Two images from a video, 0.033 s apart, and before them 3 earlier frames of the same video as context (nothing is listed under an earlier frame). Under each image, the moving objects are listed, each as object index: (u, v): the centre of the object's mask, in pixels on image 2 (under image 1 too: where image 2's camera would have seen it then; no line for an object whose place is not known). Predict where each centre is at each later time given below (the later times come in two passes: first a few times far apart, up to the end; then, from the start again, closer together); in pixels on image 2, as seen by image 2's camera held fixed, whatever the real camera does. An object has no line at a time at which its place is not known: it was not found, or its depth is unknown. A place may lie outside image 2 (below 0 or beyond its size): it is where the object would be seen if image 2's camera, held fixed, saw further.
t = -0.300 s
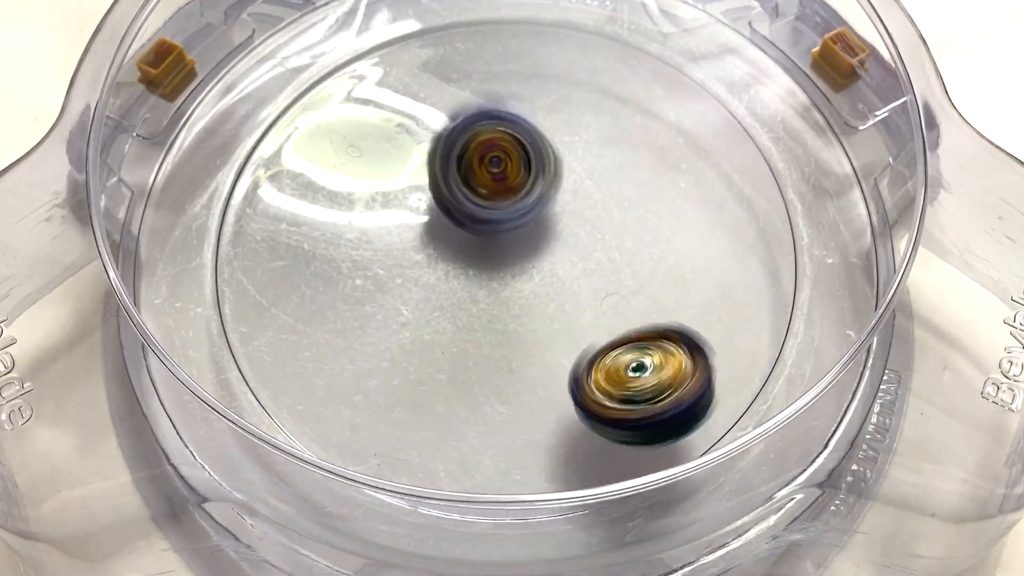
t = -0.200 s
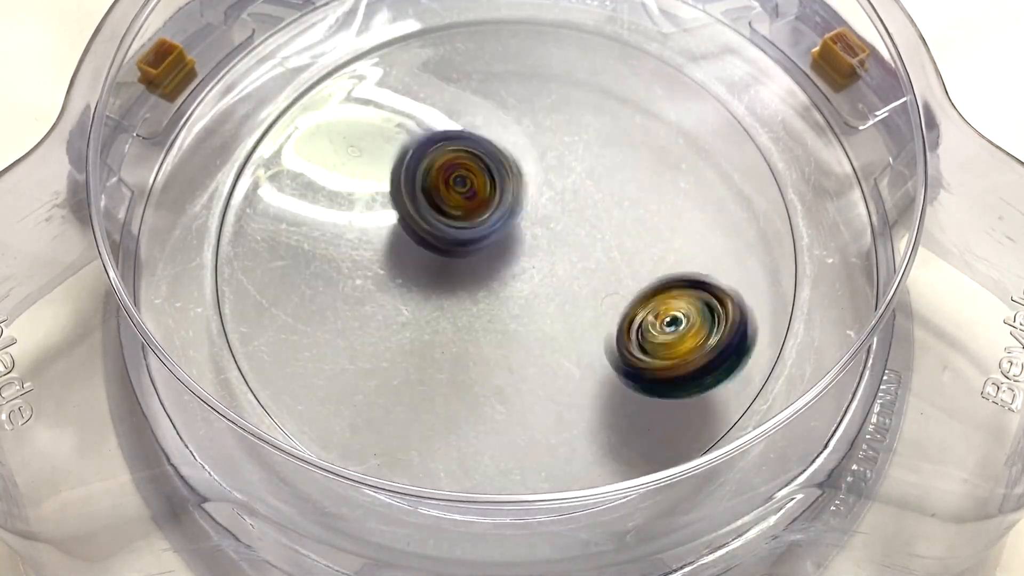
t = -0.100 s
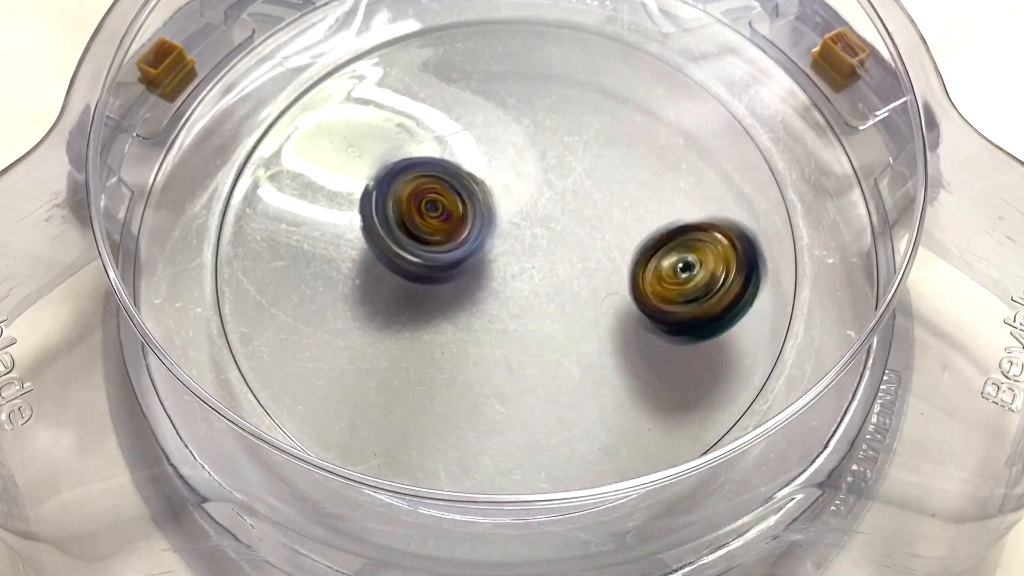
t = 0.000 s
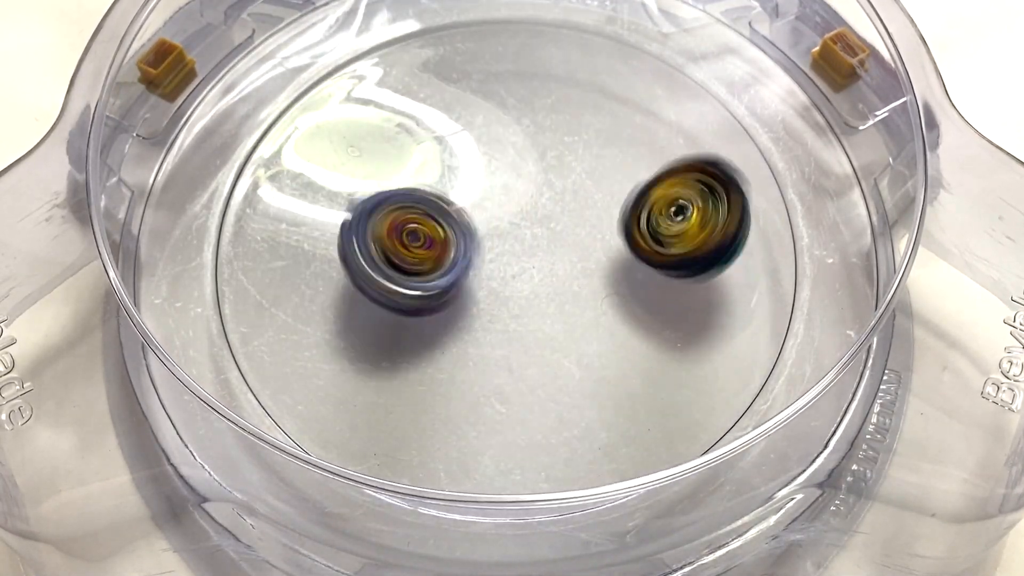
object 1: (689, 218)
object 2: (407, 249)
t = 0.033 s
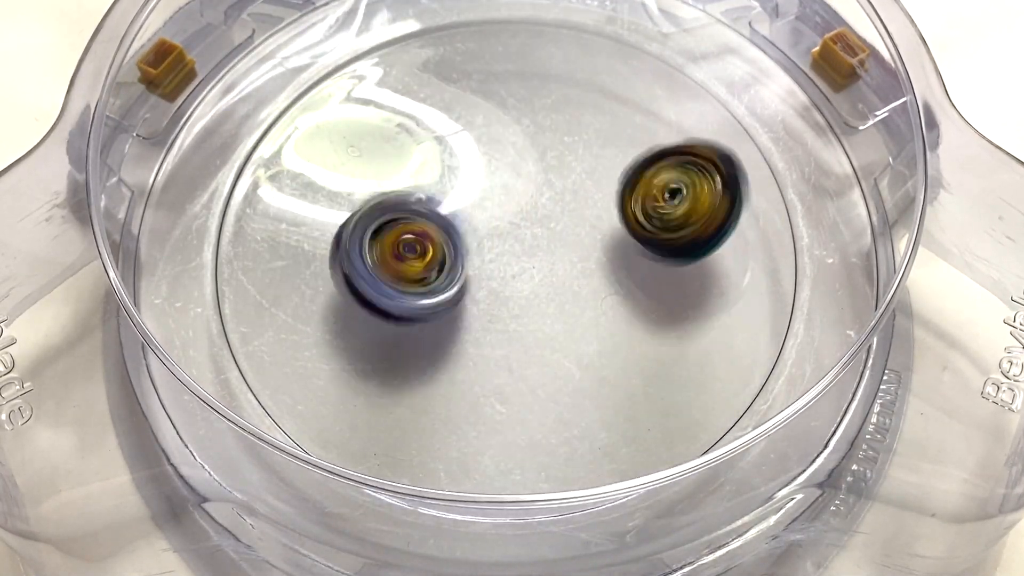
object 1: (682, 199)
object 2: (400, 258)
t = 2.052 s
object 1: (537, 119)
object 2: (407, 300)
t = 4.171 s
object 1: (388, 279)
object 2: (566, 314)
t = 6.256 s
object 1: (512, 221)
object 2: (663, 166)
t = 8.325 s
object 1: (577, 211)
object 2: (478, 128)
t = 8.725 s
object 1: (585, 246)
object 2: (478, 127)
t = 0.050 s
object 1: (678, 191)
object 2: (403, 267)
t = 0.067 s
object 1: (672, 183)
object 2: (399, 274)
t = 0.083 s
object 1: (668, 175)
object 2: (398, 276)
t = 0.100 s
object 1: (662, 166)
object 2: (401, 285)
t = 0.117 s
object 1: (656, 159)
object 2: (399, 291)
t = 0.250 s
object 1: (592, 110)
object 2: (420, 335)
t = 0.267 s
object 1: (584, 105)
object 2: (421, 341)
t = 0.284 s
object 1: (575, 102)
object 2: (425, 344)
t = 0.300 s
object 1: (566, 100)
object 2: (432, 350)
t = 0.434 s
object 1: (489, 91)
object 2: (480, 376)
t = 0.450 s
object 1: (480, 92)
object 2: (488, 378)
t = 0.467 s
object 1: (469, 94)
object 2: (493, 379)
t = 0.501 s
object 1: (451, 99)
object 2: (511, 381)
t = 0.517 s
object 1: (442, 101)
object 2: (516, 380)
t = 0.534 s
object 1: (433, 106)
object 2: (525, 378)
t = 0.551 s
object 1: (424, 110)
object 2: (534, 379)
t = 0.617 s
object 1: (392, 130)
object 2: (559, 369)
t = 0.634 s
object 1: (384, 136)
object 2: (568, 365)
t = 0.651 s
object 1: (377, 144)
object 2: (575, 363)
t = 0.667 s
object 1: (371, 151)
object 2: (578, 358)
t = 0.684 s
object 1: (364, 157)
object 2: (588, 354)
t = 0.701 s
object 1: (359, 164)
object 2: (593, 351)
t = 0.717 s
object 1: (354, 173)
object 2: (595, 346)
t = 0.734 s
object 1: (351, 180)
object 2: (604, 339)
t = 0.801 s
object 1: (339, 215)
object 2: (618, 320)
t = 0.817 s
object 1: (337, 224)
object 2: (618, 313)
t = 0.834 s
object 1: (337, 235)
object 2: (624, 307)
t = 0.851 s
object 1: (337, 243)
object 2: (625, 302)
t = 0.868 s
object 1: (338, 252)
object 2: (625, 296)
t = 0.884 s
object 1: (339, 260)
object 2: (630, 289)
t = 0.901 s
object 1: (343, 271)
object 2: (628, 285)
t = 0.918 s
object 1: (346, 280)
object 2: (629, 278)
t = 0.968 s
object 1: (357, 305)
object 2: (628, 259)
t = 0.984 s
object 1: (362, 313)
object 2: (629, 253)
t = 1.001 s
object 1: (369, 321)
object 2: (624, 249)
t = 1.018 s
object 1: (378, 331)
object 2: (624, 241)
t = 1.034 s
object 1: (384, 338)
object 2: (624, 237)
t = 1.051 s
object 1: (390, 344)
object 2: (616, 231)
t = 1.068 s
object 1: (399, 351)
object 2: (617, 224)
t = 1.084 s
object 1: (409, 357)
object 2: (615, 221)
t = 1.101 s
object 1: (420, 362)
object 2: (607, 216)
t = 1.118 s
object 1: (431, 368)
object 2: (607, 209)
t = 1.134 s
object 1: (441, 374)
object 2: (603, 207)
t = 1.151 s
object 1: (449, 377)
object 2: (595, 202)
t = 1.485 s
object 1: (659, 330)
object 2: (478, 163)
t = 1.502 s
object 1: (664, 324)
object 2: (473, 161)
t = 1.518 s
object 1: (668, 316)
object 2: (466, 166)
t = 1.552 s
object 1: (678, 298)
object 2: (455, 167)
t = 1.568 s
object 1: (683, 290)
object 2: (447, 172)
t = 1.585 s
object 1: (683, 282)
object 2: (441, 170)
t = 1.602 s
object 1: (684, 273)
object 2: (437, 174)
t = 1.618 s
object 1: (686, 264)
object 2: (430, 179)
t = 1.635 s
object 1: (688, 254)
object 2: (426, 178)
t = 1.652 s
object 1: (687, 245)
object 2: (422, 183)
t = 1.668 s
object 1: (686, 237)
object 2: (414, 186)
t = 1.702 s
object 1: (682, 219)
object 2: (407, 195)
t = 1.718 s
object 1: (680, 211)
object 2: (401, 196)
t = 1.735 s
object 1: (677, 204)
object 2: (401, 202)
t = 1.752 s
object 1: (674, 196)
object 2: (396, 208)
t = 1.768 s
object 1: (669, 189)
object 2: (391, 210)
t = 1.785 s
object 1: (663, 182)
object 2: (392, 217)
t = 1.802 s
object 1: (659, 175)
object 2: (386, 223)
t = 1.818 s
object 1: (654, 169)
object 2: (384, 225)
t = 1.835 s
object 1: (647, 163)
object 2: (385, 232)
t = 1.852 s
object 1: (639, 157)
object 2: (381, 237)
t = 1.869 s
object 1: (632, 152)
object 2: (383, 241)
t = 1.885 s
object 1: (625, 146)
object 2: (382, 249)
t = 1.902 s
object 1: (617, 142)
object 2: (379, 253)
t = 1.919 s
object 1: (608, 138)
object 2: (384, 259)
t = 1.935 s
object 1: (600, 134)
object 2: (382, 265)
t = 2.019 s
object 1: (556, 121)
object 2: (397, 291)
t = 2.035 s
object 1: (546, 119)
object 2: (397, 293)
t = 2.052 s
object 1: (537, 119)
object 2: (407, 300)
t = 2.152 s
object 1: (482, 123)
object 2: (437, 323)
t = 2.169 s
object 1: (473, 126)
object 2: (441, 324)
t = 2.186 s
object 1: (464, 129)
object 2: (451, 328)
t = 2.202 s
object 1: (456, 132)
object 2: (454, 330)
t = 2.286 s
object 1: (415, 154)
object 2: (490, 336)
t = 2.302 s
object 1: (406, 160)
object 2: (497, 336)
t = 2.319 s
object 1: (400, 166)
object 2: (505, 338)
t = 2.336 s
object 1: (394, 171)
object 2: (509, 336)
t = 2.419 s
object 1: (368, 206)
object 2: (545, 328)
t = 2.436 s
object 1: (366, 213)
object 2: (552, 325)
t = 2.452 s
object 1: (363, 221)
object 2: (559, 323)
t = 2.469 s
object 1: (360, 227)
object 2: (562, 320)
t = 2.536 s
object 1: (358, 259)
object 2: (587, 305)
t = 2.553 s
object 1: (359, 269)
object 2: (588, 301)
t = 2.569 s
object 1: (361, 278)
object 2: (595, 295)
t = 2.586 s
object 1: (363, 284)
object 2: (599, 292)
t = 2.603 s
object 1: (365, 291)
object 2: (599, 287)
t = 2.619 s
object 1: (371, 299)
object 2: (607, 280)
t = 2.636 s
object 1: (377, 308)
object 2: (608, 278)
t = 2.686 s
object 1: (393, 328)
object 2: (611, 261)
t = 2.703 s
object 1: (402, 335)
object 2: (617, 253)
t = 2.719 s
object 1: (407, 341)
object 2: (617, 250)
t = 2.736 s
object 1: (413, 345)
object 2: (615, 242)
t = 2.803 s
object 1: (449, 362)
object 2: (616, 223)
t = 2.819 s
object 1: (461, 365)
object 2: (612, 217)
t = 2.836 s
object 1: (474, 367)
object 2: (614, 211)
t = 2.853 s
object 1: (483, 369)
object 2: (606, 208)
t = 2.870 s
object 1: (491, 370)
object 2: (607, 201)
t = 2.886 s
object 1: (502, 370)
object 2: (605, 199)
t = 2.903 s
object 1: (516, 370)
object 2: (598, 193)
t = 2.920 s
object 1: (526, 370)
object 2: (599, 188)
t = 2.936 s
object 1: (534, 369)
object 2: (593, 187)
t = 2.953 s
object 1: (543, 366)
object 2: (588, 180)
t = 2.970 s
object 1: (557, 363)
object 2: (586, 179)
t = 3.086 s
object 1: (614, 331)
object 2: (550, 158)
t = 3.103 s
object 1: (623, 323)
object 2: (544, 159)
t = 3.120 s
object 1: (630, 317)
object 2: (537, 157)
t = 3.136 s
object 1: (634, 310)
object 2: (534, 156)
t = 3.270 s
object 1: (658, 247)
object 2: (486, 160)
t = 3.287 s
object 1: (659, 239)
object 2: (479, 160)
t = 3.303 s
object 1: (660, 230)
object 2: (476, 162)
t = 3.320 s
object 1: (659, 223)
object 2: (469, 166)
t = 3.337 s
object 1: (656, 216)
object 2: (464, 165)
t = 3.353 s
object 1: (654, 208)
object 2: (460, 171)
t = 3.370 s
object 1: (653, 200)
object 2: (453, 172)
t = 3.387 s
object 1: (649, 193)
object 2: (450, 176)
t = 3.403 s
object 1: (644, 187)
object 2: (444, 181)
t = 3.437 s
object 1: (637, 174)
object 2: (437, 187)
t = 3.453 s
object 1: (631, 168)
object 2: (431, 189)
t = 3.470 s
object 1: (625, 163)
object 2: (431, 194)
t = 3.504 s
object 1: (614, 153)
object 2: (423, 201)
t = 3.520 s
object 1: (605, 149)
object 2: (422, 209)
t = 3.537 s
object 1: (598, 146)
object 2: (416, 213)
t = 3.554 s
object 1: (591, 142)
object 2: (419, 218)
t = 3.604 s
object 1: (567, 134)
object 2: (416, 235)
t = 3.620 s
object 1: (559, 132)
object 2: (411, 238)
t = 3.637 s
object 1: (551, 131)
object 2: (416, 244)
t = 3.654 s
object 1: (542, 130)
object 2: (414, 249)
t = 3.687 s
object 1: (525, 129)
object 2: (418, 259)
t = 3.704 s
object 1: (517, 129)
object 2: (416, 263)
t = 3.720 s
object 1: (509, 130)
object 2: (423, 269)
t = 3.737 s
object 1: (501, 131)
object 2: (422, 274)
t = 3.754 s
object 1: (492, 133)
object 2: (429, 277)
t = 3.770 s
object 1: (484, 136)
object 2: (430, 282)
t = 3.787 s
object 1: (476, 138)
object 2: (432, 285)
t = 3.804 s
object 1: (468, 142)
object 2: (438, 291)
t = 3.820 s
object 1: (459, 146)
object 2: (440, 295)
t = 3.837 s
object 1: (452, 149)
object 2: (449, 298)
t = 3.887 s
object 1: (431, 163)
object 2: (462, 309)
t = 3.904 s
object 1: (425, 168)
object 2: (465, 313)
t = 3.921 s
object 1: (419, 174)
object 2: (474, 314)
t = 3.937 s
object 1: (412, 179)
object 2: (478, 317)
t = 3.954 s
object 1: (407, 185)
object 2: (486, 318)
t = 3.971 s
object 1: (403, 192)
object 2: (490, 321)
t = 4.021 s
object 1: (392, 212)
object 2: (508, 324)
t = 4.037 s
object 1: (389, 220)
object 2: (518, 324)
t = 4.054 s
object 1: (388, 227)
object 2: (523, 325)
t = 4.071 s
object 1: (386, 234)
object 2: (529, 323)
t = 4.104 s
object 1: (384, 251)
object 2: (539, 322)
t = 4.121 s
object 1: (384, 257)
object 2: (551, 320)
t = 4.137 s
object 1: (386, 264)
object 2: (553, 319)
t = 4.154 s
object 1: (387, 272)
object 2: (561, 316)
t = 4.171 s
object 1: (388, 279)
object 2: (566, 314)
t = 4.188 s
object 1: (392, 286)
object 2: (570, 311)
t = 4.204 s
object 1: (397, 293)
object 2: (577, 309)
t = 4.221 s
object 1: (400, 301)
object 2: (580, 307)
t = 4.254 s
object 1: (413, 314)
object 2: (590, 300)
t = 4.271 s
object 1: (418, 321)
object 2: (596, 295)
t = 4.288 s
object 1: (421, 325)
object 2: (601, 292)
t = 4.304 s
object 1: (428, 331)
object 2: (601, 286)
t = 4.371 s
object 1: (461, 348)
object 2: (615, 270)
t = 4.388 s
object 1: (470, 352)
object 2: (616, 263)
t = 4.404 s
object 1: (477, 354)
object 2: (620, 259)
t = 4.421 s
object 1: (487, 356)
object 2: (617, 252)
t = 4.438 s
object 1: (497, 358)
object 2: (623, 248)
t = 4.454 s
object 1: (504, 360)
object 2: (618, 245)
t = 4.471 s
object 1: (513, 359)
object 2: (621, 237)
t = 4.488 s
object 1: (524, 358)
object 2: (620, 235)
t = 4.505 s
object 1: (532, 358)
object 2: (618, 228)
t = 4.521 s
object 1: (540, 356)
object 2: (619, 224)
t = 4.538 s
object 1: (552, 353)
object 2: (613, 218)
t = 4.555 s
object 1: (563, 351)
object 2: (616, 213)
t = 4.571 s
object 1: (568, 349)
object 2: (609, 211)
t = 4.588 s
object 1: (577, 345)
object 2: (609, 204)
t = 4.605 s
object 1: (588, 341)
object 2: (605, 202)
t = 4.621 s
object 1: (593, 338)
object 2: (601, 197)
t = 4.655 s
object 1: (608, 325)
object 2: (592, 190)
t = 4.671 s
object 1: (614, 321)
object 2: (592, 186)
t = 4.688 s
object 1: (618, 314)
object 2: (584, 185)
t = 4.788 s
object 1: (640, 274)
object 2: (556, 171)
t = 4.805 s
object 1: (642, 265)
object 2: (549, 172)
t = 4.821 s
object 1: (644, 257)
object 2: (544, 168)
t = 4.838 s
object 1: (643, 250)
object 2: (540, 170)
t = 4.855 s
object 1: (642, 243)
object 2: (532, 168)
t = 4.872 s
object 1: (642, 236)
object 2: (530, 168)
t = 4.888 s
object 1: (641, 229)
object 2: (520, 169)
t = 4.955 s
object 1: (632, 204)
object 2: (496, 174)
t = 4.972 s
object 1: (633, 198)
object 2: (485, 173)
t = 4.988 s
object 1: (631, 193)
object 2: (478, 177)
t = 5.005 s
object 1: (626, 188)
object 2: (468, 179)
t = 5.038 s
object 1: (617, 179)
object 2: (457, 187)
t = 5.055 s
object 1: (611, 174)
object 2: (453, 186)
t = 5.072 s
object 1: (606, 170)
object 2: (449, 191)
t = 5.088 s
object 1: (600, 166)
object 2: (446, 191)
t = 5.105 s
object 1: (594, 162)
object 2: (443, 196)
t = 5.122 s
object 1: (588, 159)
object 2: (438, 196)
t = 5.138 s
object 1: (581, 157)
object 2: (437, 203)
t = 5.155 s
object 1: (573, 155)
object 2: (430, 205)
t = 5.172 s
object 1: (566, 154)
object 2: (432, 210)
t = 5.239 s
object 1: (538, 152)
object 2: (426, 226)
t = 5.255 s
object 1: (530, 152)
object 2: (424, 236)
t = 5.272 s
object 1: (523, 152)
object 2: (423, 239)
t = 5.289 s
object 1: (517, 154)
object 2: (427, 249)
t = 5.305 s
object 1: (510, 148)
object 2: (425, 256)
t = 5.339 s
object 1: (501, 135)
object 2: (426, 282)
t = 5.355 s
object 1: (499, 131)
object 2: (423, 299)
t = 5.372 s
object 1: (496, 127)
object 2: (429, 311)
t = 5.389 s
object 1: (493, 126)
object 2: (425, 321)
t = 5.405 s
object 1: (489, 128)
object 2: (431, 334)
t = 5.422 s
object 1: (486, 129)
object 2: (431, 340)
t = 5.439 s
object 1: (483, 130)
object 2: (437, 348)
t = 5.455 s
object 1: (481, 131)
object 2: (442, 351)
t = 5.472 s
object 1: (478, 132)
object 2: (449, 357)
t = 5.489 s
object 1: (475, 133)
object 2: (455, 359)
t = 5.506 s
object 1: (470, 135)
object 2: (462, 363)
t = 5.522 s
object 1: (467, 139)
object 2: (470, 364)
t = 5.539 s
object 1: (464, 144)
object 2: (472, 364)
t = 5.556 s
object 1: (463, 149)
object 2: (483, 365)
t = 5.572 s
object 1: (461, 153)
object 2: (486, 366)
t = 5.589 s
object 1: (461, 158)
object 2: (496, 366)
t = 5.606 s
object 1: (459, 163)
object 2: (501, 364)
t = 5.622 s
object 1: (460, 168)
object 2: (509, 364)
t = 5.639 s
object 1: (459, 174)
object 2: (518, 361)
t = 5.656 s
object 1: (462, 179)
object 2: (523, 360)
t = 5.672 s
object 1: (462, 184)
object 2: (534, 356)
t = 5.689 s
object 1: (466, 189)
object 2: (537, 353)
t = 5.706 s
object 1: (467, 193)
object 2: (548, 349)
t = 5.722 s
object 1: (471, 198)
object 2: (555, 344)
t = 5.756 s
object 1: (479, 206)
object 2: (573, 332)
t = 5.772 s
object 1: (482, 211)
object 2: (577, 329)
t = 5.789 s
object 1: (488, 215)
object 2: (588, 320)
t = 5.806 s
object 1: (493, 219)
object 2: (592, 314)
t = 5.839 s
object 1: (506, 226)
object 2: (608, 296)
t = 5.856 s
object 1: (509, 227)
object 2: (616, 291)
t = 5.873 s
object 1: (504, 227)
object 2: (636, 277)
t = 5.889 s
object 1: (503, 227)
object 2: (653, 263)
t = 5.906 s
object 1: (501, 230)
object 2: (667, 254)
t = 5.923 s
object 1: (501, 231)
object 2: (684, 250)
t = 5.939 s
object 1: (500, 233)
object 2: (699, 245)
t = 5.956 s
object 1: (504, 233)
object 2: (708, 234)
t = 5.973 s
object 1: (504, 235)
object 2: (714, 229)
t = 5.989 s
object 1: (507, 235)
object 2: (725, 224)
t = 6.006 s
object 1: (507, 234)
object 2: (730, 218)
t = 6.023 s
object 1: (509, 232)
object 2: (729, 213)
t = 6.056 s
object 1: (510, 231)
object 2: (734, 203)
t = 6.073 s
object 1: (510, 230)
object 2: (735, 196)
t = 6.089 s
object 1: (512, 229)
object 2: (730, 193)
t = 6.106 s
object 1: (514, 227)
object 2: (727, 194)
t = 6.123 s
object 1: (516, 228)
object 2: (726, 189)
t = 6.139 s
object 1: (517, 226)
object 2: (722, 181)
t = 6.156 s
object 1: (517, 226)
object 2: (714, 179)
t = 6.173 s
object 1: (518, 224)
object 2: (707, 180)
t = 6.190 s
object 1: (515, 224)
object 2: (703, 177)
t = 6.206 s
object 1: (514, 223)
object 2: (695, 172)
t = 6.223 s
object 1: (511, 224)
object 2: (684, 169)
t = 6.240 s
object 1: (512, 222)
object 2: (673, 167)
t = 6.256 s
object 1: (512, 221)
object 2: (663, 166)
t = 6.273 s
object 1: (513, 220)
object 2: (652, 165)
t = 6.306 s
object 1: (512, 221)
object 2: (626, 165)
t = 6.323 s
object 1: (508, 226)
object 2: (616, 163)
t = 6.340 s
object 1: (504, 234)
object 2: (603, 157)
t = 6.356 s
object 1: (502, 242)
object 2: (590, 150)
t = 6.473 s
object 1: (484, 283)
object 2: (512, 117)
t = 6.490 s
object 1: (482, 287)
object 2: (505, 114)
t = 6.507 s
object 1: (480, 291)
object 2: (499, 113)
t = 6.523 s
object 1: (480, 296)
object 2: (493, 112)
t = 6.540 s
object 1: (479, 298)
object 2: (489, 112)
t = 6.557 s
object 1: (480, 304)
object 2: (485, 114)
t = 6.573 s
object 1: (483, 307)
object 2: (484, 114)
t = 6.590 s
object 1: (482, 308)
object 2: (483, 116)
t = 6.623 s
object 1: (487, 314)
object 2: (484, 118)
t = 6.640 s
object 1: (487, 317)
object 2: (485, 119)
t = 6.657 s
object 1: (493, 320)
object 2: (486, 120)
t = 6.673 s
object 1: (493, 320)
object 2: (487, 121)
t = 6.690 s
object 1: (495, 322)
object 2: (488, 122)
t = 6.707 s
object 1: (501, 322)
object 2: (488, 122)
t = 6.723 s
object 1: (500, 322)
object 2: (488, 123)
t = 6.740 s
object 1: (505, 320)
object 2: (488, 123)
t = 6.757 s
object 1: (510, 317)
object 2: (487, 124)
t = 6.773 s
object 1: (512, 316)
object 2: (486, 124)
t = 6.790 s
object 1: (519, 315)
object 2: (486, 124)
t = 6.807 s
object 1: (522, 311)
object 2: (486, 124)
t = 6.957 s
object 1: (540, 271)
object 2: (487, 125)
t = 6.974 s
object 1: (540, 267)
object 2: (487, 125)
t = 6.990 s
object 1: (543, 261)
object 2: (488, 125)
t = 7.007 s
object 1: (544, 254)
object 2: (488, 125)
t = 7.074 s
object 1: (550, 230)
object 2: (487, 125)
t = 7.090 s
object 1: (550, 227)
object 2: (487, 125)
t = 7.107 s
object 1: (557, 224)
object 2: (484, 122)
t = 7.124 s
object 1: (565, 221)
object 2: (481, 121)
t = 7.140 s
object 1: (570, 218)
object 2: (478, 119)
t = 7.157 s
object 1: (574, 215)
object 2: (476, 120)
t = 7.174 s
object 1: (577, 213)
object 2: (475, 121)
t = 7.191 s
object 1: (579, 211)
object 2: (475, 123)
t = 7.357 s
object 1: (597, 196)
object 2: (479, 127)
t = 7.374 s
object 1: (598, 196)
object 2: (478, 128)
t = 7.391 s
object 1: (598, 196)
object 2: (477, 127)
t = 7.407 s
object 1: (597, 196)
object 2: (477, 128)
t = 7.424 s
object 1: (597, 196)
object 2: (478, 127)
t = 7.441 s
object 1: (595, 197)
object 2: (479, 127)
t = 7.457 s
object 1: (593, 198)
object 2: (479, 127)
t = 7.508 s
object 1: (586, 203)
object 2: (479, 127)
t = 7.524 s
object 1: (584, 206)
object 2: (479, 127)
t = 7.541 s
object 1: (581, 209)
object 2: (479, 127)
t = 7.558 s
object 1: (578, 213)
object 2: (479, 127)
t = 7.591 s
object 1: (576, 221)
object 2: (478, 128)
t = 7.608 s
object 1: (575, 225)
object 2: (478, 128)
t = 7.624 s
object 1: (576, 230)
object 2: (478, 128)
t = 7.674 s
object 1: (581, 239)
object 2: (479, 127)
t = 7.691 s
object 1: (584, 242)
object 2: (479, 127)
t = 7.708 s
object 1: (586, 244)
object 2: (479, 127)
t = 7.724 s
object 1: (589, 246)
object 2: (478, 128)
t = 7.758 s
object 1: (594, 249)
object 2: (478, 128)
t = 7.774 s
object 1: (597, 250)
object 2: (478, 128)
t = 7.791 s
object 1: (599, 251)
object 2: (478, 128)
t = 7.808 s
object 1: (601, 252)
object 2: (478, 128)
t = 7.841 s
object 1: (604, 253)
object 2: (478, 128)
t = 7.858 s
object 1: (605, 253)
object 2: (478, 128)
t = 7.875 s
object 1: (605, 253)
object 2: (478, 128)
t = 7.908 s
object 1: (603, 253)
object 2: (478, 128)
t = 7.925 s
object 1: (602, 253)
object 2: (478, 128)
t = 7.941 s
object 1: (600, 252)
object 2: (478, 128)
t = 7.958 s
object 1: (598, 251)
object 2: (478, 128)
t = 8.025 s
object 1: (589, 247)
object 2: (478, 127)
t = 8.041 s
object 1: (587, 246)
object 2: (478, 128)
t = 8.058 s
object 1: (584, 244)
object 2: (478, 128)
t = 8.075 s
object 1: (582, 242)
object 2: (478, 128)
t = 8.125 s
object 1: (576, 235)
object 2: (478, 128)
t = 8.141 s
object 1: (574, 233)
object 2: (478, 127)
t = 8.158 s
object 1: (573, 230)
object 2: (478, 128)
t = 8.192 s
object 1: (573, 224)
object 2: (478, 128)
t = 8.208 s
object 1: (573, 221)
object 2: (478, 128)
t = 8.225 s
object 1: (574, 218)
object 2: (478, 128)
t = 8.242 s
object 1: (574, 216)
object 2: (478, 128)
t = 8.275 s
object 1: (576, 213)
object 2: (478, 128)
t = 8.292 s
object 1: (577, 212)
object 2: (478, 128)
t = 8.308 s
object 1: (577, 211)
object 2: (478, 128)
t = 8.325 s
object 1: (577, 211)
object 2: (478, 128)
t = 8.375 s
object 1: (576, 213)
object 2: (478, 128)
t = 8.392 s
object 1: (575, 215)
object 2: (478, 128)
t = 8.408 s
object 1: (574, 216)
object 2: (478, 128)
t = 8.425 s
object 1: (574, 218)
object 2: (478, 128)
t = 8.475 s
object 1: (572, 225)
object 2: (478, 128)
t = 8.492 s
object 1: (572, 227)
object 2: (478, 128)
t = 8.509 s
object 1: (573, 230)
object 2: (478, 128)
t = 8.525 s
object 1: (573, 232)
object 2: (478, 128)
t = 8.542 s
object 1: (574, 235)
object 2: (478, 128)
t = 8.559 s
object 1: (575, 236)
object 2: (478, 128)
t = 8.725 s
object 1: (585, 246)
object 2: (478, 127)
